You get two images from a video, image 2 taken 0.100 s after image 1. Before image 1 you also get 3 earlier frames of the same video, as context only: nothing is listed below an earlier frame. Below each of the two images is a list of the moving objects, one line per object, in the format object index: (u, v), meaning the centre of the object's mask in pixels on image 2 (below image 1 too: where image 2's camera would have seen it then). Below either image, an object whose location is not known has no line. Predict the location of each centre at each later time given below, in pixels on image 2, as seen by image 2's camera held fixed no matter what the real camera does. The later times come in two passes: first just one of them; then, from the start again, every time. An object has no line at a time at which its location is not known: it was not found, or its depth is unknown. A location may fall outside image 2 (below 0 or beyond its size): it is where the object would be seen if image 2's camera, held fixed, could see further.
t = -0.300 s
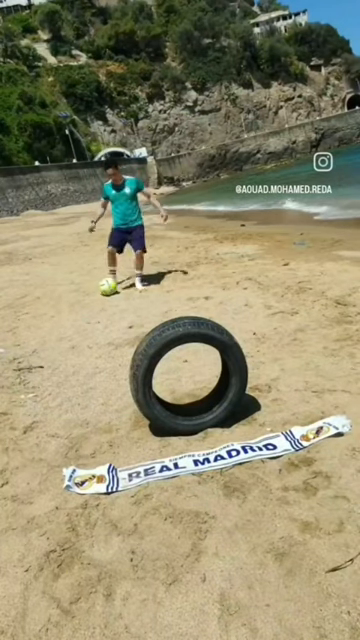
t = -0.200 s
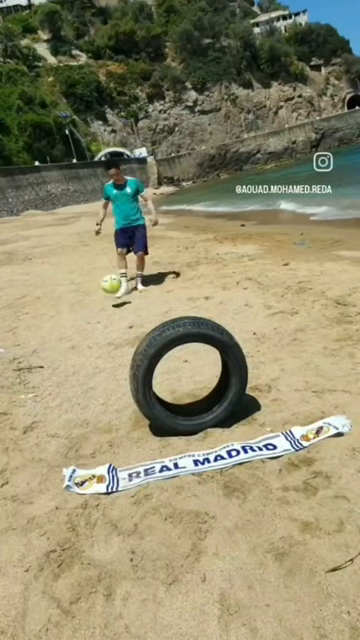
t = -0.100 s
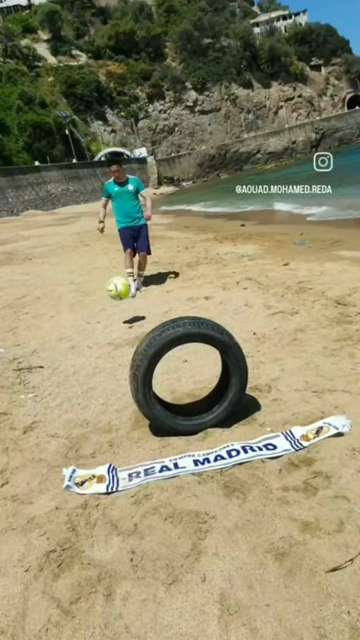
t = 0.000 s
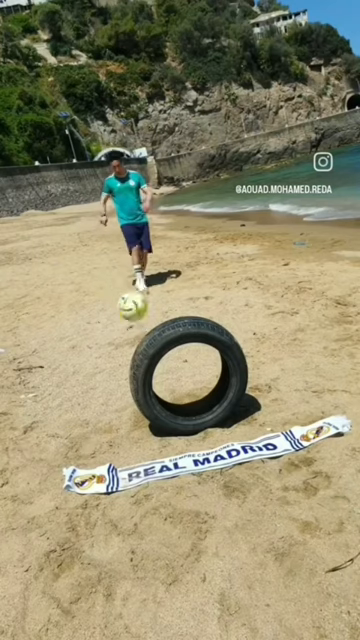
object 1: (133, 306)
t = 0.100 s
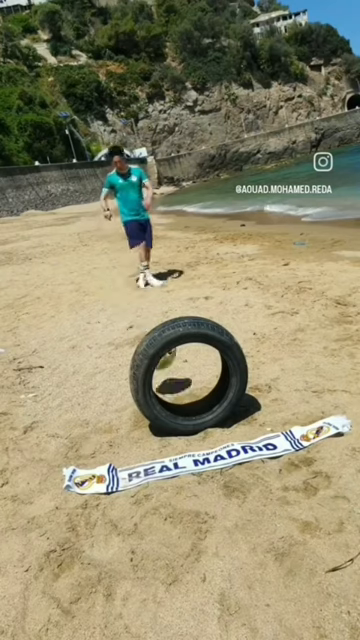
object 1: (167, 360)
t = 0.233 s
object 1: (241, 457)
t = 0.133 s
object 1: (171, 376)
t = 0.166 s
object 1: (189, 400)
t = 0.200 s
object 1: (212, 424)
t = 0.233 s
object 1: (241, 457)
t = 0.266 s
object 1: (274, 490)
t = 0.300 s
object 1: (305, 503)
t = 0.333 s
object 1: (335, 522)
